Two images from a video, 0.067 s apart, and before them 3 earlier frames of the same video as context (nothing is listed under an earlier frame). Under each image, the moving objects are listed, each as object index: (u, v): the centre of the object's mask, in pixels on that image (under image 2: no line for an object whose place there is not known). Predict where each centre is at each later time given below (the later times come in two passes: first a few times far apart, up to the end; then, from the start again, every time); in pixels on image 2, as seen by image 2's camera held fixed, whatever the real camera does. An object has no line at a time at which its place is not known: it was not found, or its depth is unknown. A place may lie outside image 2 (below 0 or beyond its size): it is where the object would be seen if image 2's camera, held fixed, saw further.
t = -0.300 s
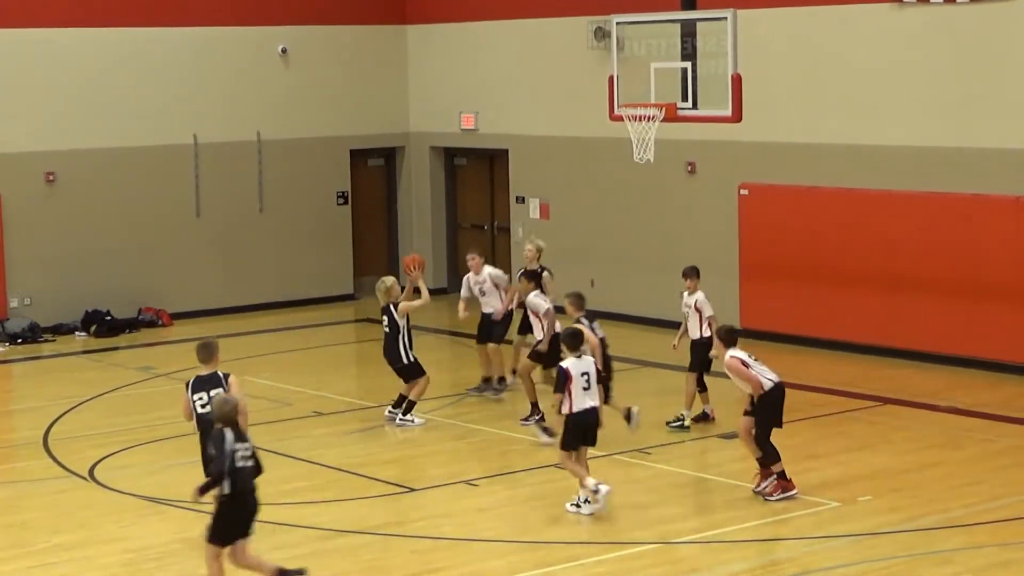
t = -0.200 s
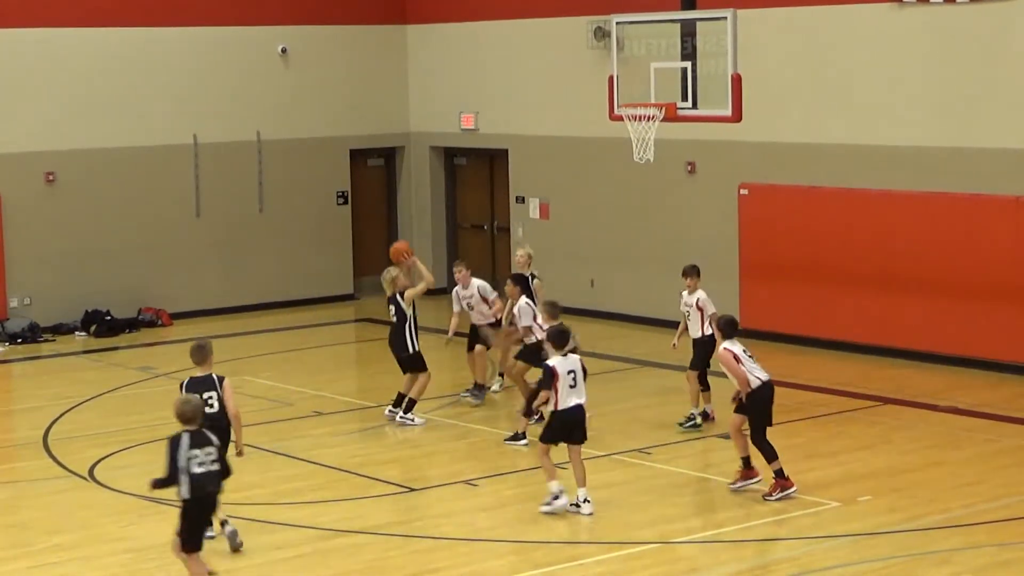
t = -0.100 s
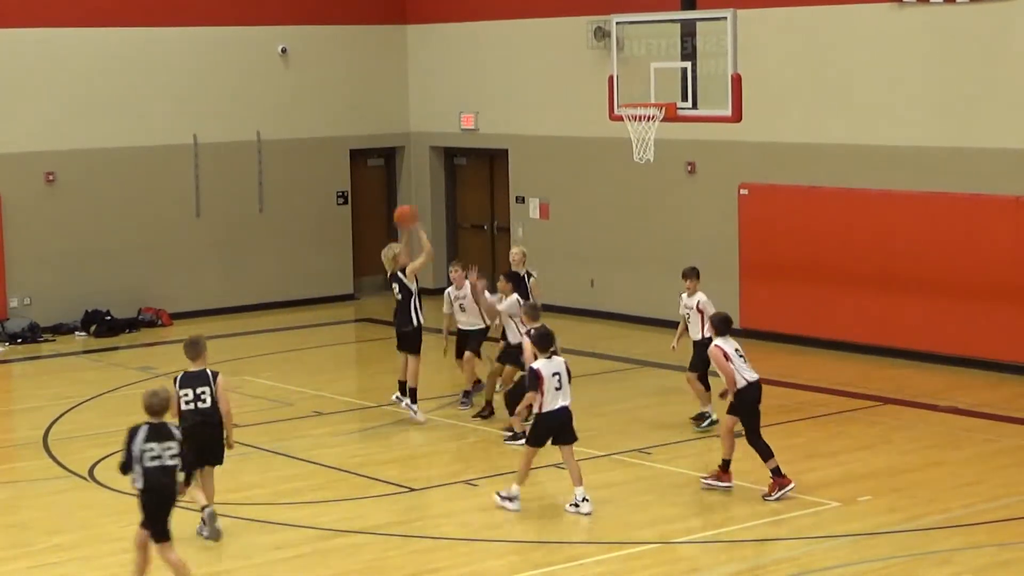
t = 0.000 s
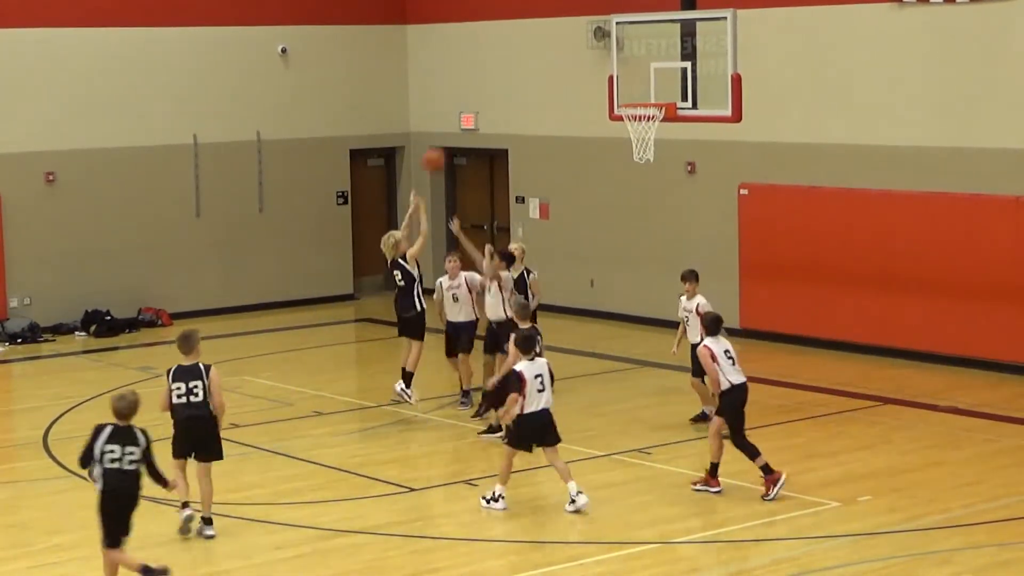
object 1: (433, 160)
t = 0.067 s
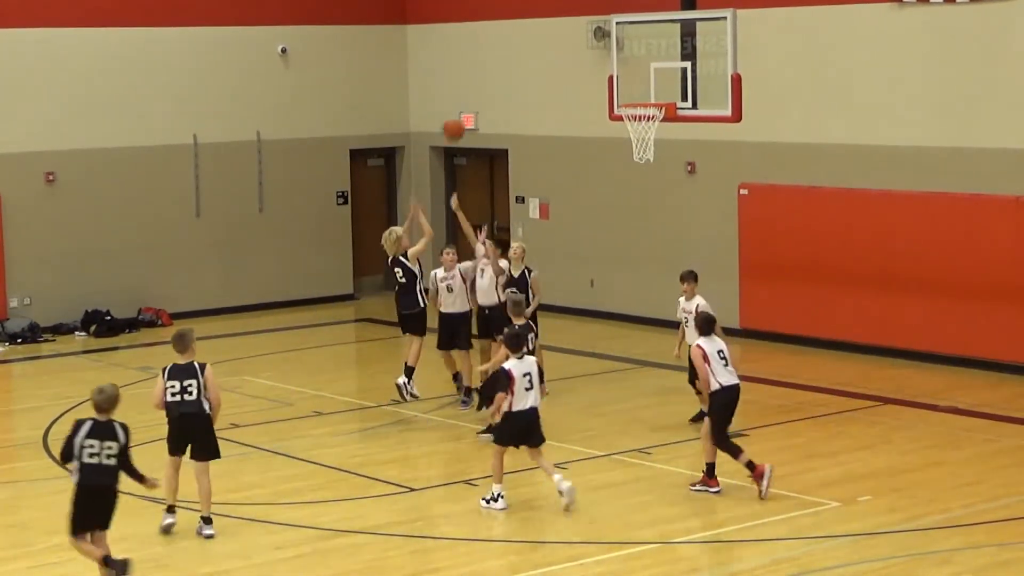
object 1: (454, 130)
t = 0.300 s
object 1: (523, 55)
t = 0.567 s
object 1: (600, 38)
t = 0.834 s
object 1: (649, 83)
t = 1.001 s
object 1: (632, 124)
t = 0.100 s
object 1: (464, 115)
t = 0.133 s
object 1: (474, 103)
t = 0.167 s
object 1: (484, 91)
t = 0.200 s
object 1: (493, 80)
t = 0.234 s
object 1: (503, 71)
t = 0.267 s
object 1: (513, 63)
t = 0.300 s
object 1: (523, 55)
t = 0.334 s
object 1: (533, 49)
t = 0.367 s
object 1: (542, 45)
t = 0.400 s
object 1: (552, 41)
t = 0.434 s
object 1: (562, 38)
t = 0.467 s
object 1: (572, 37)
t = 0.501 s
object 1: (581, 36)
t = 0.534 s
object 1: (591, 37)
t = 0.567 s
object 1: (600, 38)
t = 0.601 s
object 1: (611, 42)
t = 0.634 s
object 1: (620, 45)
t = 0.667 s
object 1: (629, 50)
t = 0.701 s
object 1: (639, 56)
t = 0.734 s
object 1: (648, 63)
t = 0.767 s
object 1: (657, 71)
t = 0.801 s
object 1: (655, 77)
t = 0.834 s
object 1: (649, 83)
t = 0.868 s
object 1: (644, 91)
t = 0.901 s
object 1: (639, 97)
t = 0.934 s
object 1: (634, 110)
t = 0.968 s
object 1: (632, 118)
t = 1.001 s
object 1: (632, 124)
